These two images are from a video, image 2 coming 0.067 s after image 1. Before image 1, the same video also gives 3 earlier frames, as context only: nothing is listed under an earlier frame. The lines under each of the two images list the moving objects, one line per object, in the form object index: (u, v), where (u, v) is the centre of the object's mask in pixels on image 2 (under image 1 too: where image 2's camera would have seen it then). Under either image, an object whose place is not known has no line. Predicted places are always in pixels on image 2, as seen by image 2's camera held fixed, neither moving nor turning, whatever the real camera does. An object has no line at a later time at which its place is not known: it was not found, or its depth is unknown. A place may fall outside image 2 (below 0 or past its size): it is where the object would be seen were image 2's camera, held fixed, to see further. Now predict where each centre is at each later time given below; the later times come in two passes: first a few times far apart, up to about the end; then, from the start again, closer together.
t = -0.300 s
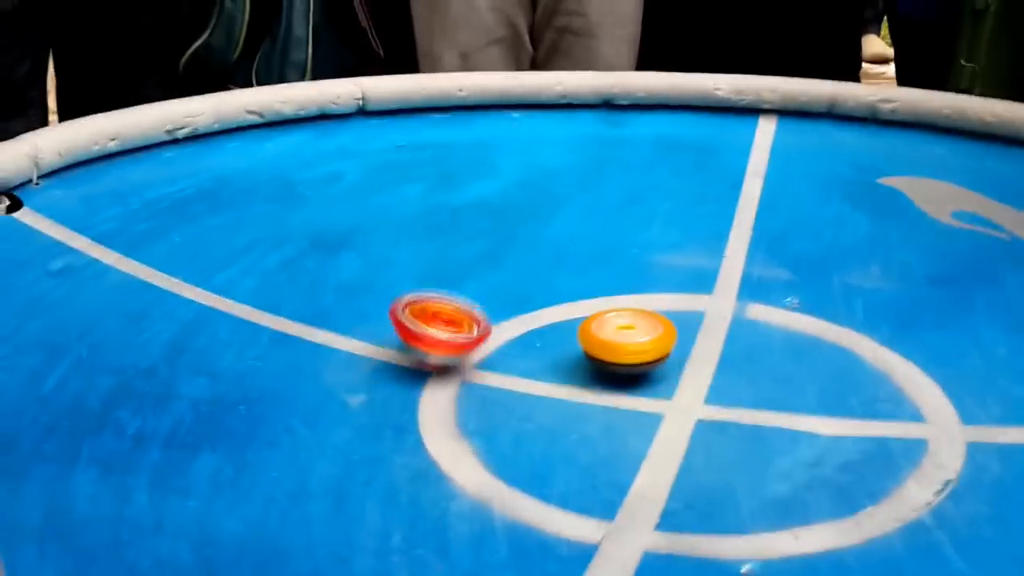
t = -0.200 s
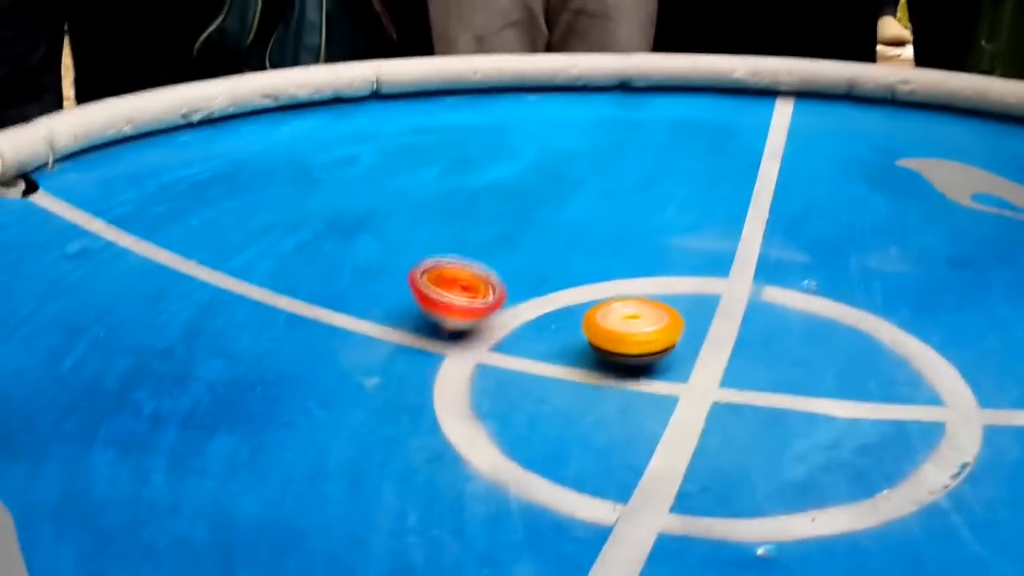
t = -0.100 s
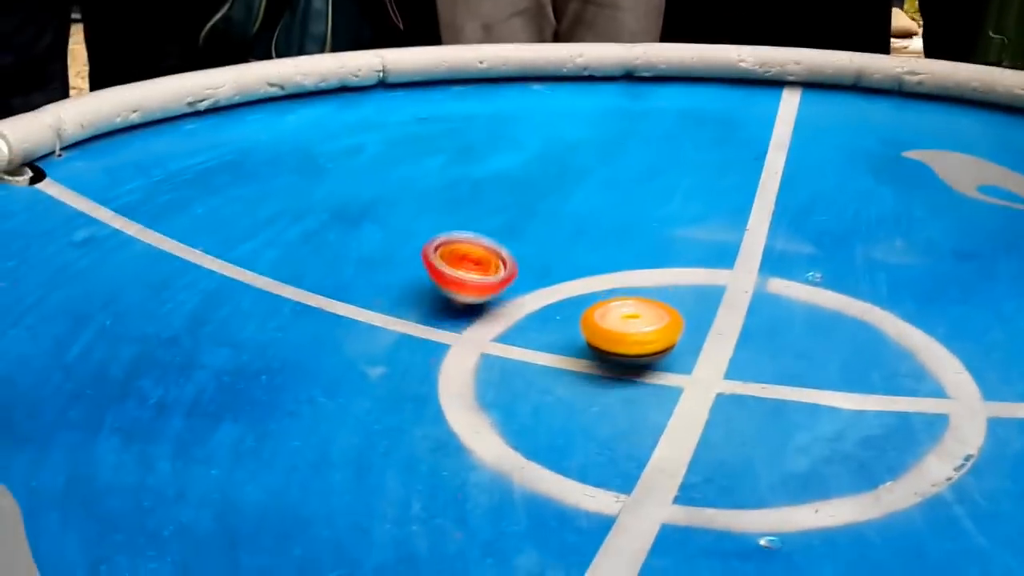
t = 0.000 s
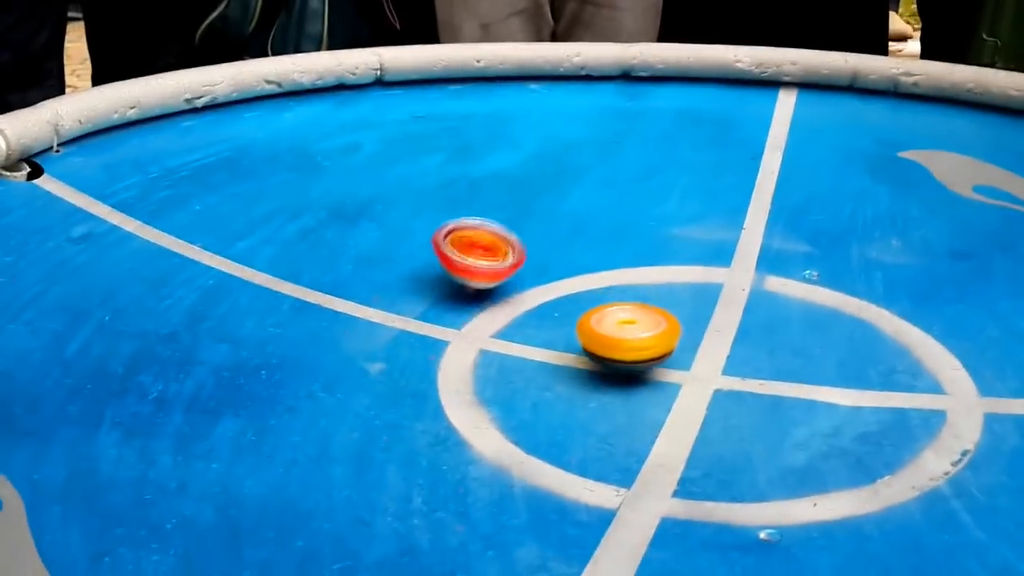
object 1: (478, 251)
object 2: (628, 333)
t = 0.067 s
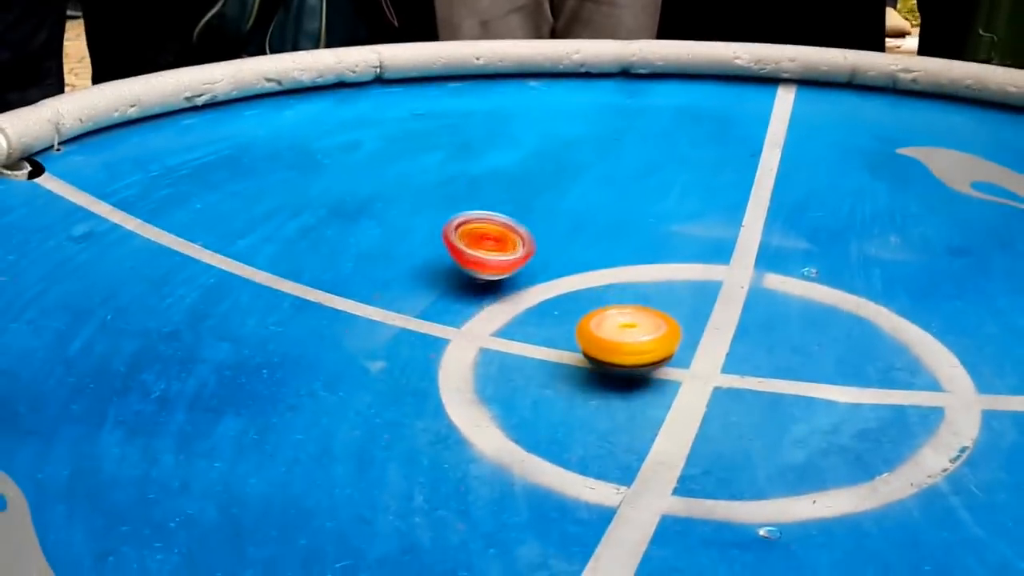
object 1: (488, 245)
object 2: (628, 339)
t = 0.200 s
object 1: (514, 237)
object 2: (636, 349)
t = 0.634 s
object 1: (638, 247)
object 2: (672, 362)
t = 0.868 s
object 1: (715, 270)
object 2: (664, 346)
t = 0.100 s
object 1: (494, 242)
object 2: (629, 342)
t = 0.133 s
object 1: (500, 240)
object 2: (631, 345)
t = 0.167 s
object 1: (506, 238)
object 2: (633, 348)
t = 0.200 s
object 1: (514, 237)
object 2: (636, 349)
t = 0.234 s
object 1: (520, 236)
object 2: (638, 352)
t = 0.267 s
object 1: (528, 235)
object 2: (640, 353)
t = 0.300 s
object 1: (536, 235)
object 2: (643, 357)
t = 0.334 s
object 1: (544, 235)
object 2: (646, 359)
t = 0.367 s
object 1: (554, 235)
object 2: (649, 361)
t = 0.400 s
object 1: (564, 235)
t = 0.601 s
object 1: (627, 245)
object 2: (671, 366)
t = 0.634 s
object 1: (638, 247)
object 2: (672, 362)
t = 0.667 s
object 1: (650, 249)
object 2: (673, 359)
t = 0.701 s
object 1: (661, 252)
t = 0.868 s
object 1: (715, 270)
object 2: (664, 346)
